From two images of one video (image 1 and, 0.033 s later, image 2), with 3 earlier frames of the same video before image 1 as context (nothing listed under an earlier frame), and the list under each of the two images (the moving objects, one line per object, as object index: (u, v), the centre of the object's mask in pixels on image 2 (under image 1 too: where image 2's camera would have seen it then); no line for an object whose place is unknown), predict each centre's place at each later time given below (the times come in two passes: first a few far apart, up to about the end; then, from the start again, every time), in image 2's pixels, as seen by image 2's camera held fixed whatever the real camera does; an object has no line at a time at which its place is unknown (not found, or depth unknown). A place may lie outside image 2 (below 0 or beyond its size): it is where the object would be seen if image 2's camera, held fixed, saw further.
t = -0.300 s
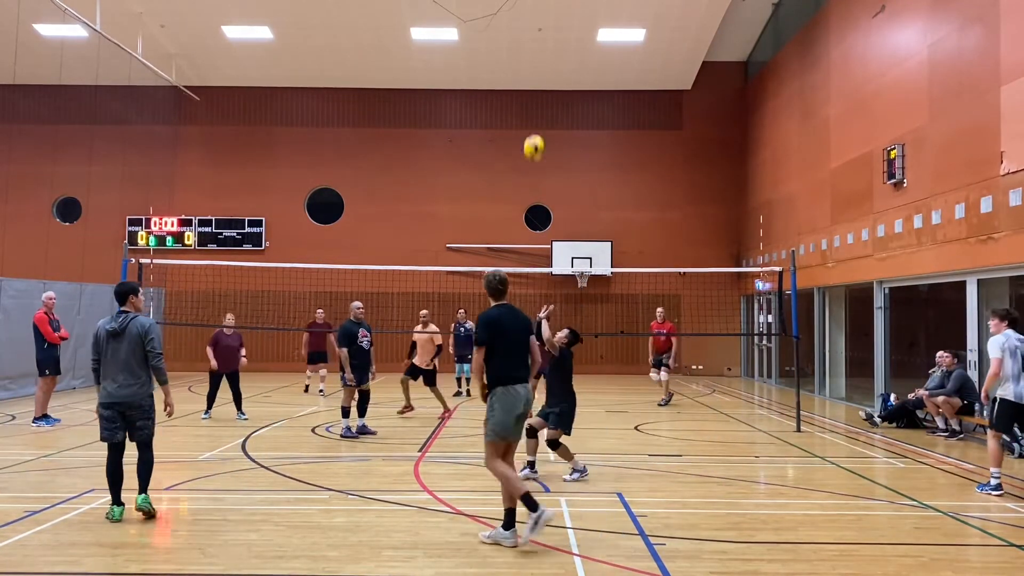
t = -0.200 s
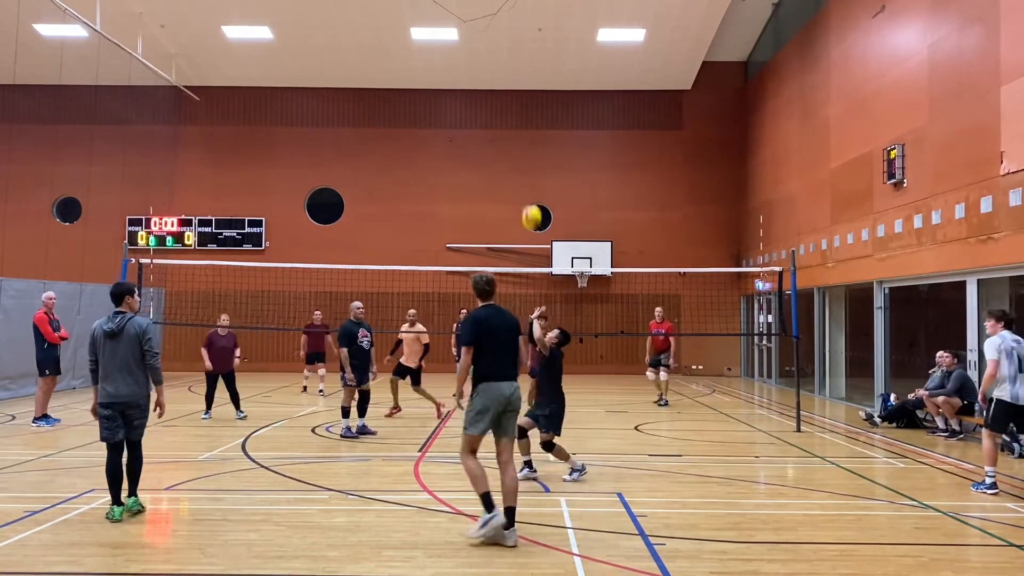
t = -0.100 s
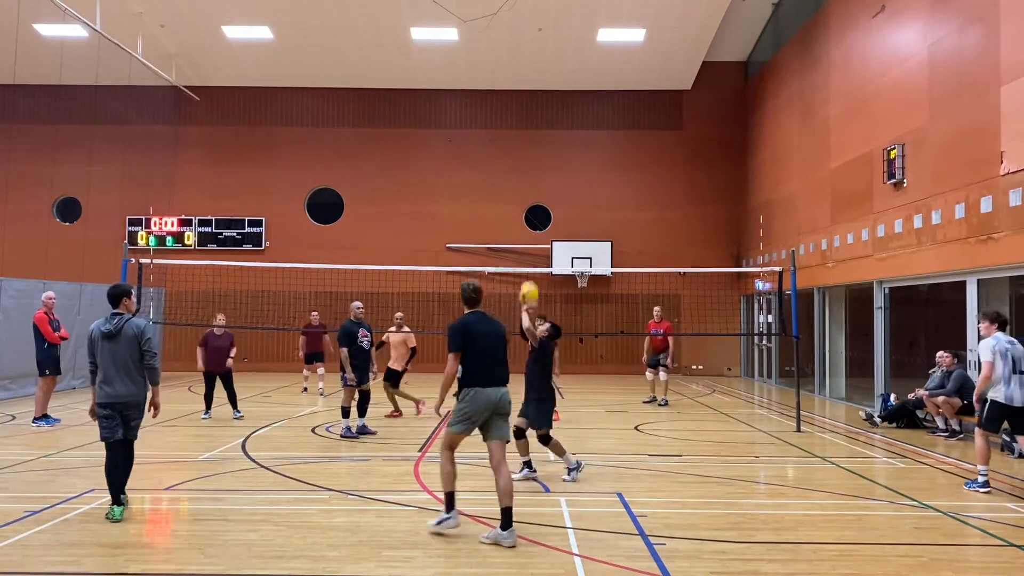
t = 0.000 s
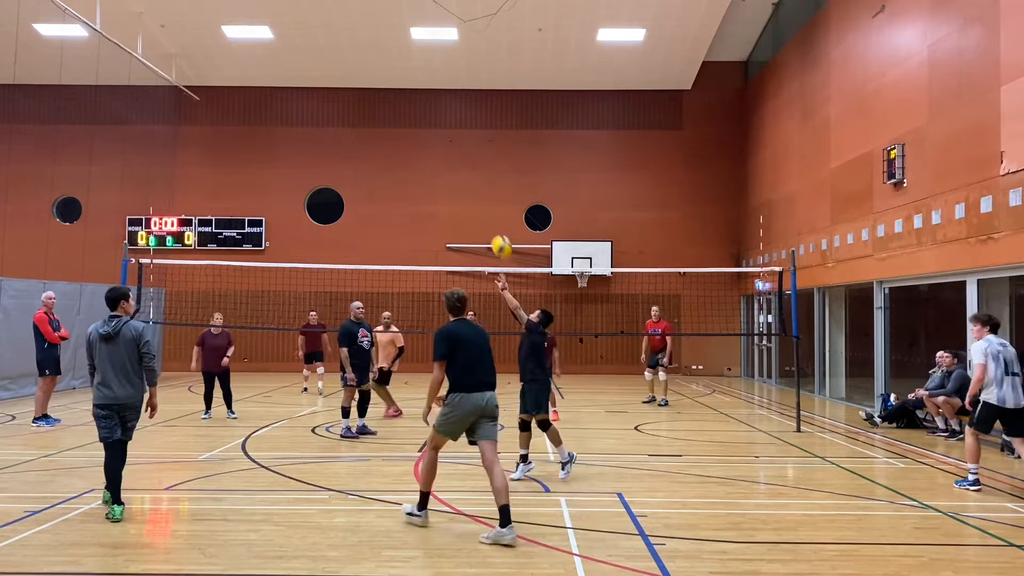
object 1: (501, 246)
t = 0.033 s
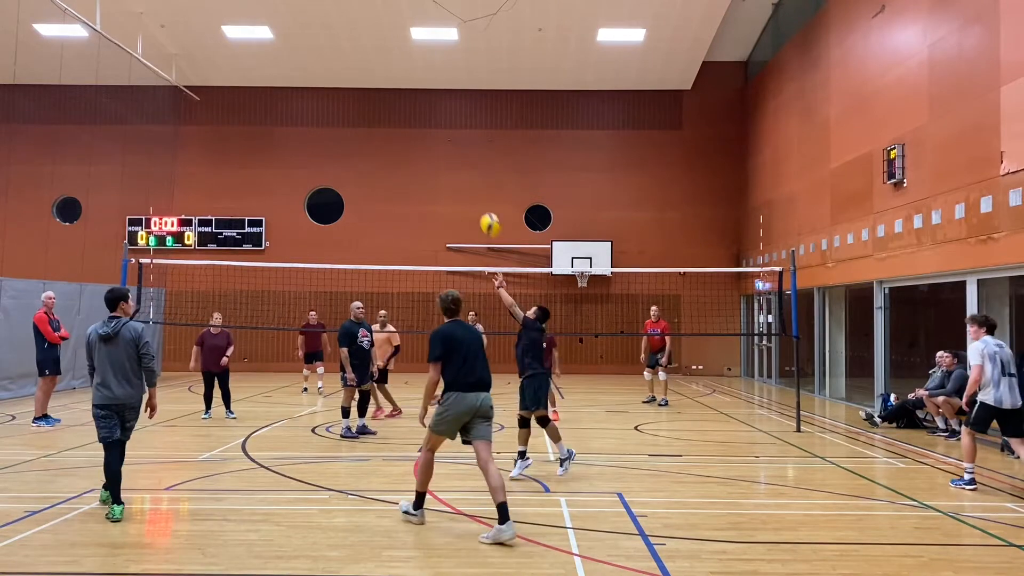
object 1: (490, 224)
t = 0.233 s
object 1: (429, 121)
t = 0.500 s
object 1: (355, 46)
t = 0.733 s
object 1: (296, 36)
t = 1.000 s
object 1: (235, 79)
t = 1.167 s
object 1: (199, 132)
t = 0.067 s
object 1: (479, 204)
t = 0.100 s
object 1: (469, 185)
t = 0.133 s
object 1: (458, 167)
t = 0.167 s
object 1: (448, 150)
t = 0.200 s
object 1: (438, 135)
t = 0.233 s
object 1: (429, 121)
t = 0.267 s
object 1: (420, 108)
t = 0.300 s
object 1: (409, 96)
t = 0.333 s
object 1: (400, 85)
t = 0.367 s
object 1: (391, 74)
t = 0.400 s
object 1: (382, 66)
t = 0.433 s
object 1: (373, 59)
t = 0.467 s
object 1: (364, 52)
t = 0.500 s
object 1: (355, 46)
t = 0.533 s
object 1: (346, 42)
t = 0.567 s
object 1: (338, 38)
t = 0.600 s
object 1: (330, 36)
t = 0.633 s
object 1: (321, 34)
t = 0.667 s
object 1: (313, 34)
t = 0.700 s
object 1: (304, 34)
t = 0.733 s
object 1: (296, 36)
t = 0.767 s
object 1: (288, 38)
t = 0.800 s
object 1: (281, 42)
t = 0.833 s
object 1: (273, 47)
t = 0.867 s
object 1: (265, 51)
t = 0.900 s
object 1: (257, 57)
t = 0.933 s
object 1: (249, 64)
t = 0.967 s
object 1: (242, 71)
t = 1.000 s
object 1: (235, 79)
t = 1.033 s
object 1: (228, 88)
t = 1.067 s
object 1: (221, 98)
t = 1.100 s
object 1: (213, 109)
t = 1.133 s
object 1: (206, 120)
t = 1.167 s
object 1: (199, 132)
